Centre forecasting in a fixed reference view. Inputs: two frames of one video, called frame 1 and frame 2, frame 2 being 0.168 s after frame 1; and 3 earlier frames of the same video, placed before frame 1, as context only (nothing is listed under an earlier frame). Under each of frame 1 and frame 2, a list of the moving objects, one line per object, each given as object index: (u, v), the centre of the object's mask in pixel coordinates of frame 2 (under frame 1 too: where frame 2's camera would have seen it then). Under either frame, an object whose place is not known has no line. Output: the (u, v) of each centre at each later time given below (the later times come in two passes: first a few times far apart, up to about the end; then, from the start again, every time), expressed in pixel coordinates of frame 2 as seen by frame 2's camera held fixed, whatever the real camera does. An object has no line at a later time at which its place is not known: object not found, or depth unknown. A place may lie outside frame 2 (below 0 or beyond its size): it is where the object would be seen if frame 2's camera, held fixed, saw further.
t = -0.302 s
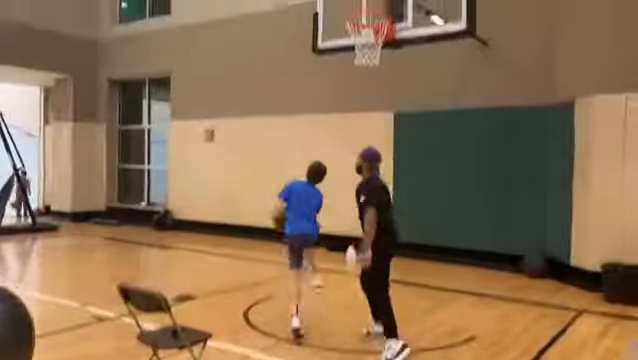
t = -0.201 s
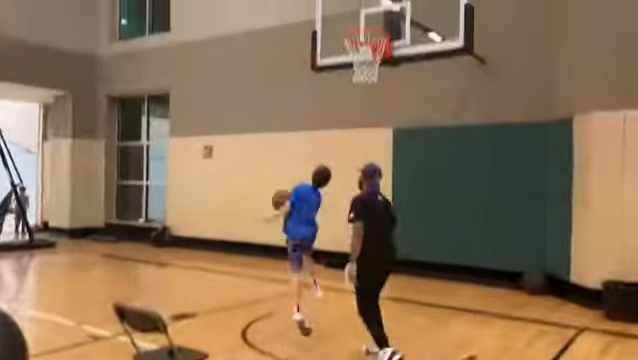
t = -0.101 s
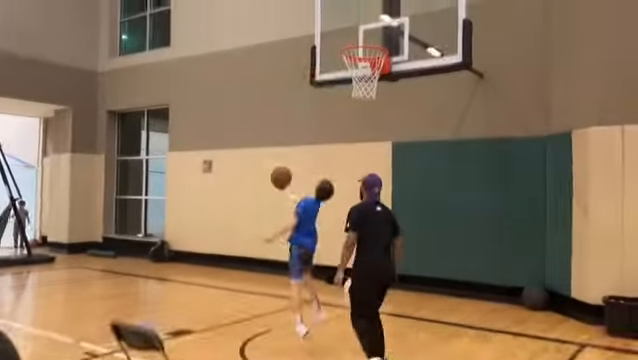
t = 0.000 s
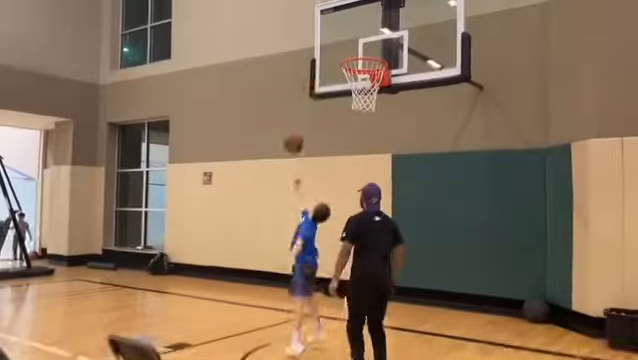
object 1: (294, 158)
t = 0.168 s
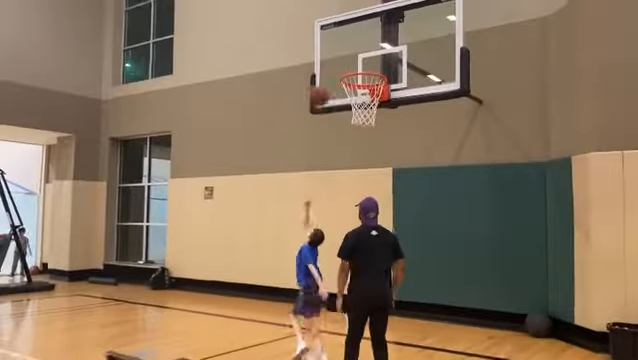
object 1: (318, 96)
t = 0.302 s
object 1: (338, 65)
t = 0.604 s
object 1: (350, 49)
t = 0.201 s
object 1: (323, 87)
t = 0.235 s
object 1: (328, 79)
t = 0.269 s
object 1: (333, 73)
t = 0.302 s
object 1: (338, 65)
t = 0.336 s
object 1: (341, 59)
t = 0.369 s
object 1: (342, 56)
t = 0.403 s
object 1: (343, 51)
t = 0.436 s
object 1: (344, 48)
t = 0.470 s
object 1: (346, 47)
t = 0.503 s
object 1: (347, 47)
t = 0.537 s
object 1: (347, 46)
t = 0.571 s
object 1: (349, 47)
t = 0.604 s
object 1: (350, 49)
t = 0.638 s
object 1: (351, 52)
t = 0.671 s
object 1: (352, 56)
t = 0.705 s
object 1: (353, 61)
